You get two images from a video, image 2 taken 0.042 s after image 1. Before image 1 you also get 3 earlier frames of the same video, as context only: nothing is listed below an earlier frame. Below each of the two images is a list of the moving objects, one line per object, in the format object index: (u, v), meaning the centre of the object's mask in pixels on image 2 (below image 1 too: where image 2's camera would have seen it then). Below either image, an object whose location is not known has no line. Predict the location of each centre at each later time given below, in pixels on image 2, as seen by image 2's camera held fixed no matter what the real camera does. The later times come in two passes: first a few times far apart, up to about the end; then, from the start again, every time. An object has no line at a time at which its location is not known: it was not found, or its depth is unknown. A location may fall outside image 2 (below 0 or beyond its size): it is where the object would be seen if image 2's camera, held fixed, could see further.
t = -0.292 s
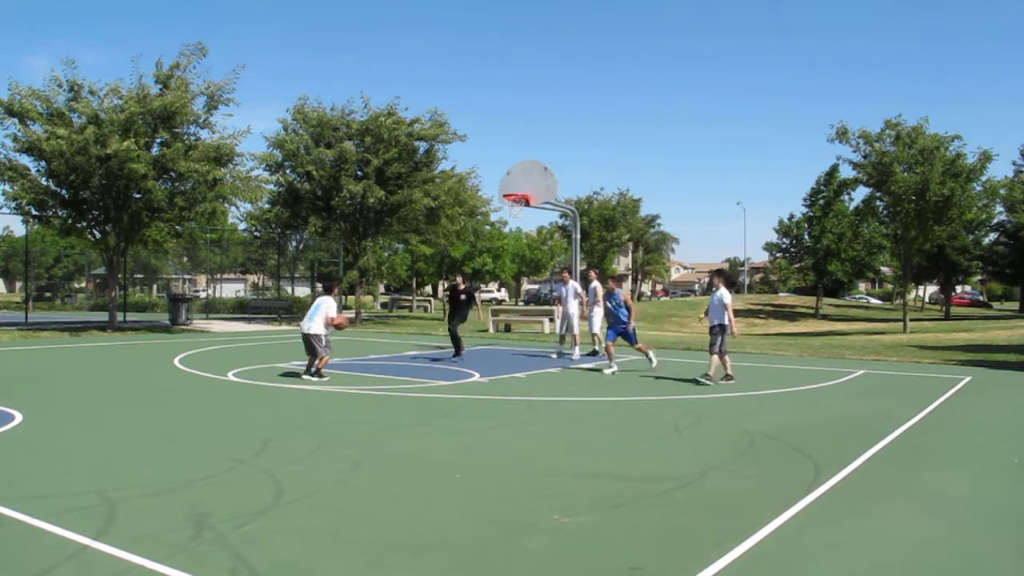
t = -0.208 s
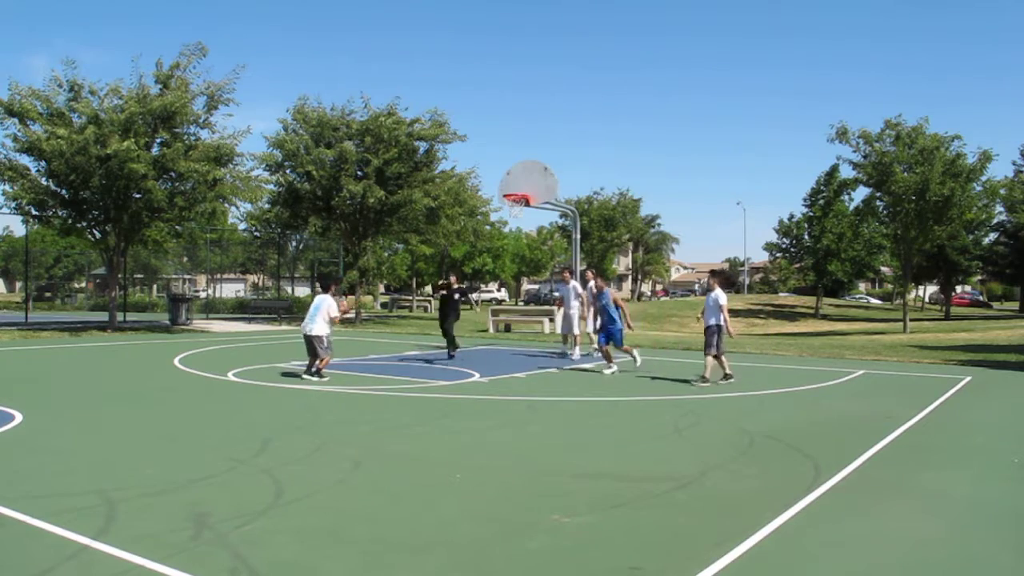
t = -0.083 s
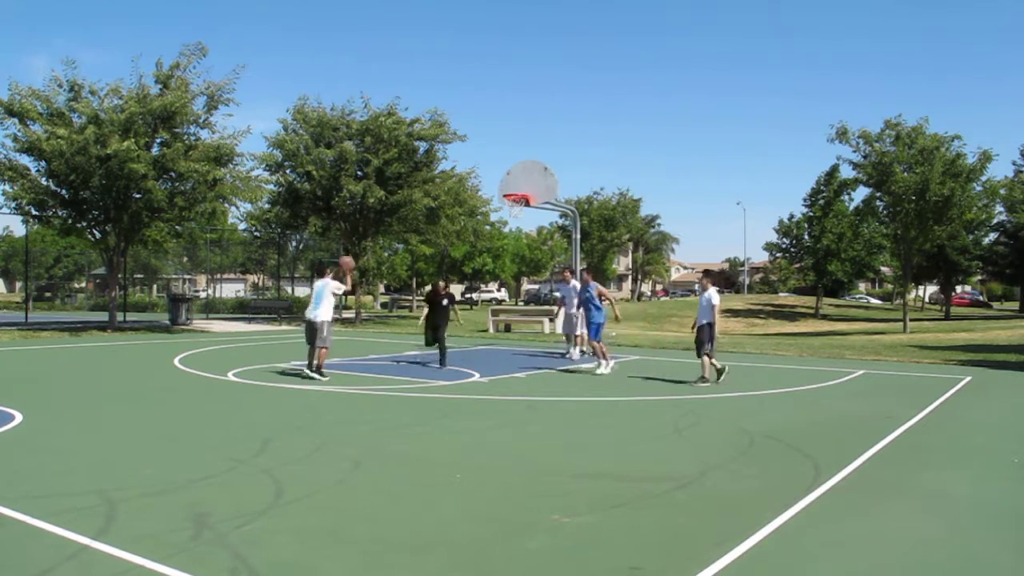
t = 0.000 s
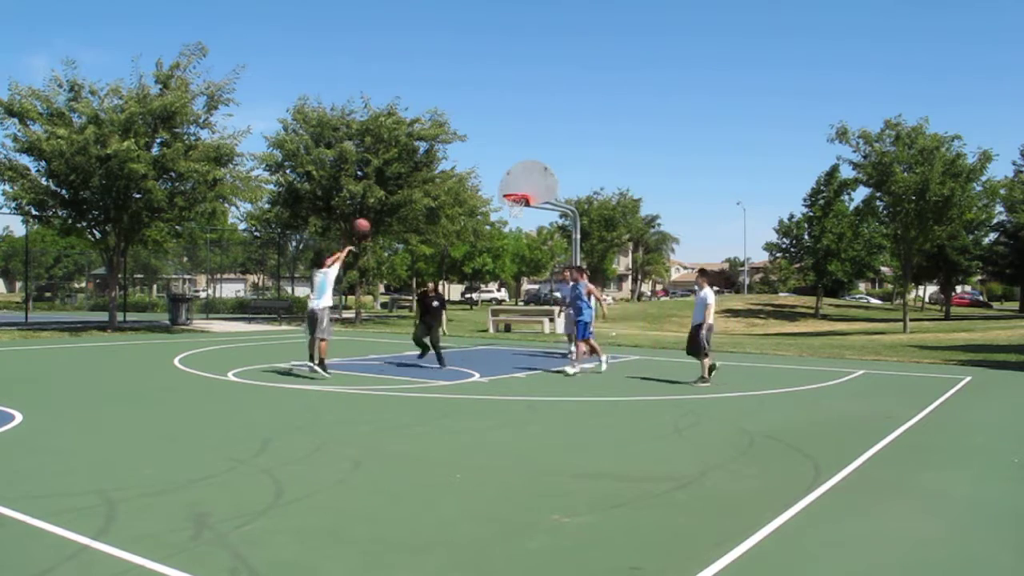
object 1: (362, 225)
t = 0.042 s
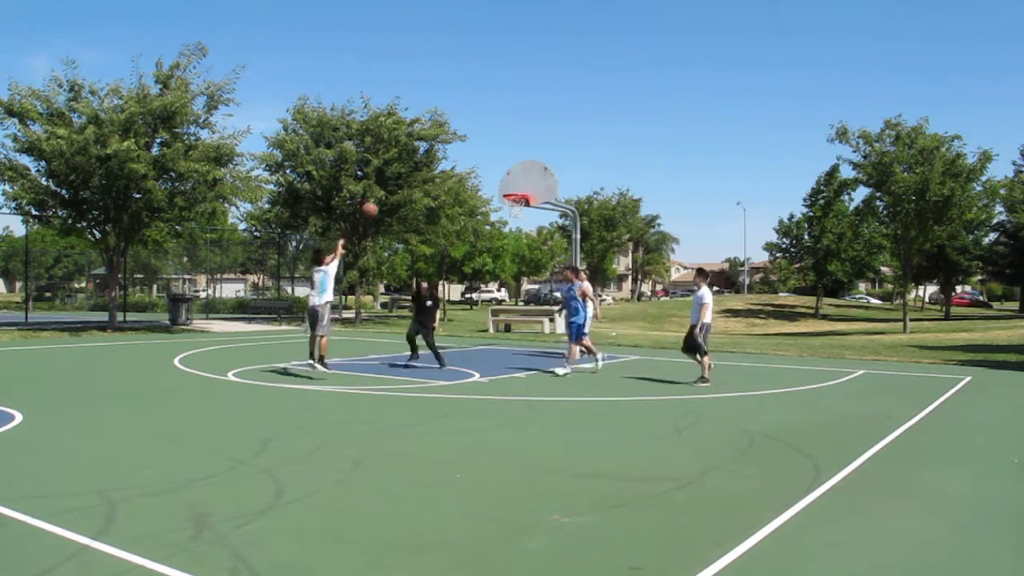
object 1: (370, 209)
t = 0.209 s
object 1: (401, 159)
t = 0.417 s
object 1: (436, 125)
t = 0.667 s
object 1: (473, 124)
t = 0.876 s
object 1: (501, 147)
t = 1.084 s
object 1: (525, 189)
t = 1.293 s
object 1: (522, 164)
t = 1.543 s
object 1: (505, 159)
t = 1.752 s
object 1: (489, 178)
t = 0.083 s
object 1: (378, 195)
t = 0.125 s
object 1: (385, 181)
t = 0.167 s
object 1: (393, 171)
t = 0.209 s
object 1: (401, 159)
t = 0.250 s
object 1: (409, 148)
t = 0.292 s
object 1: (416, 143)
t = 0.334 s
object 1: (422, 135)
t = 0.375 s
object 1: (429, 132)
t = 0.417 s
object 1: (436, 125)
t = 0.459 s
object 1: (442, 123)
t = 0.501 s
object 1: (449, 121)
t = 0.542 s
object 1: (455, 121)
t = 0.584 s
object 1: (461, 121)
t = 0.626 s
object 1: (467, 122)
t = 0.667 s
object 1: (473, 124)
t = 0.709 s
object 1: (479, 126)
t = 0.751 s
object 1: (484, 130)
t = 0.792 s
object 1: (490, 135)
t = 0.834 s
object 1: (495, 140)
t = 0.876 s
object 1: (501, 147)
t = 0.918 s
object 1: (506, 154)
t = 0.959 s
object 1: (511, 162)
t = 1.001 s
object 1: (516, 170)
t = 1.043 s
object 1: (520, 180)
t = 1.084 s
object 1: (525, 189)
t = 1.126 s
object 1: (526, 184)
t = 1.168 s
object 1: (526, 178)
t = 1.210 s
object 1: (527, 173)
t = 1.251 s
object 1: (525, 168)
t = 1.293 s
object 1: (522, 164)
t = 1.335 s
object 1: (519, 161)
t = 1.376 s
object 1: (516, 159)
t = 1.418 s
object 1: (513, 157)
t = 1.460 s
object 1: (511, 157)
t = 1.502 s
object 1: (507, 158)
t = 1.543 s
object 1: (505, 159)
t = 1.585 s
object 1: (501, 161)
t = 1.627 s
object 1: (498, 164)
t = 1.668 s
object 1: (495, 168)
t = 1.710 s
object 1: (492, 172)
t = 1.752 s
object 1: (489, 178)
